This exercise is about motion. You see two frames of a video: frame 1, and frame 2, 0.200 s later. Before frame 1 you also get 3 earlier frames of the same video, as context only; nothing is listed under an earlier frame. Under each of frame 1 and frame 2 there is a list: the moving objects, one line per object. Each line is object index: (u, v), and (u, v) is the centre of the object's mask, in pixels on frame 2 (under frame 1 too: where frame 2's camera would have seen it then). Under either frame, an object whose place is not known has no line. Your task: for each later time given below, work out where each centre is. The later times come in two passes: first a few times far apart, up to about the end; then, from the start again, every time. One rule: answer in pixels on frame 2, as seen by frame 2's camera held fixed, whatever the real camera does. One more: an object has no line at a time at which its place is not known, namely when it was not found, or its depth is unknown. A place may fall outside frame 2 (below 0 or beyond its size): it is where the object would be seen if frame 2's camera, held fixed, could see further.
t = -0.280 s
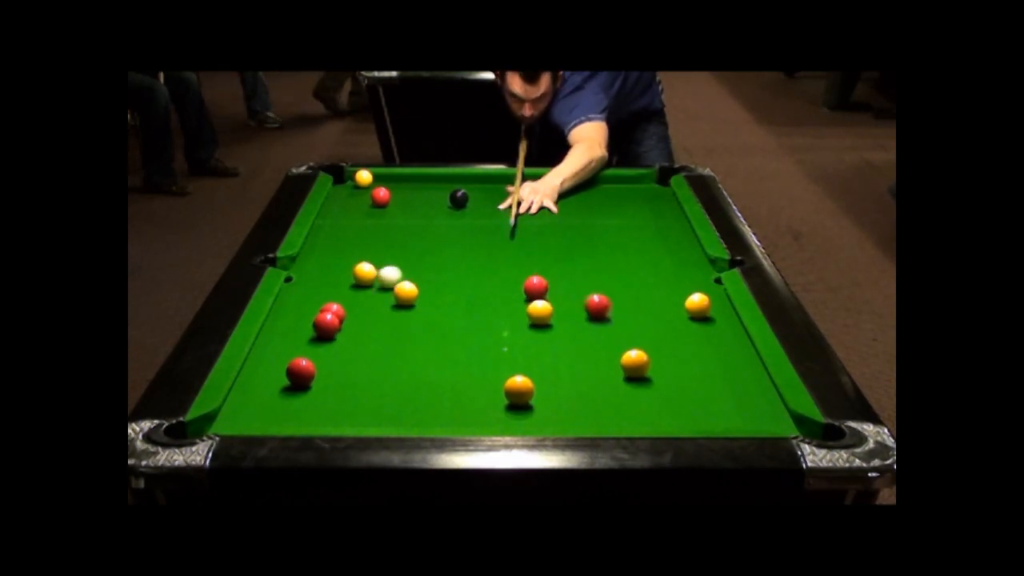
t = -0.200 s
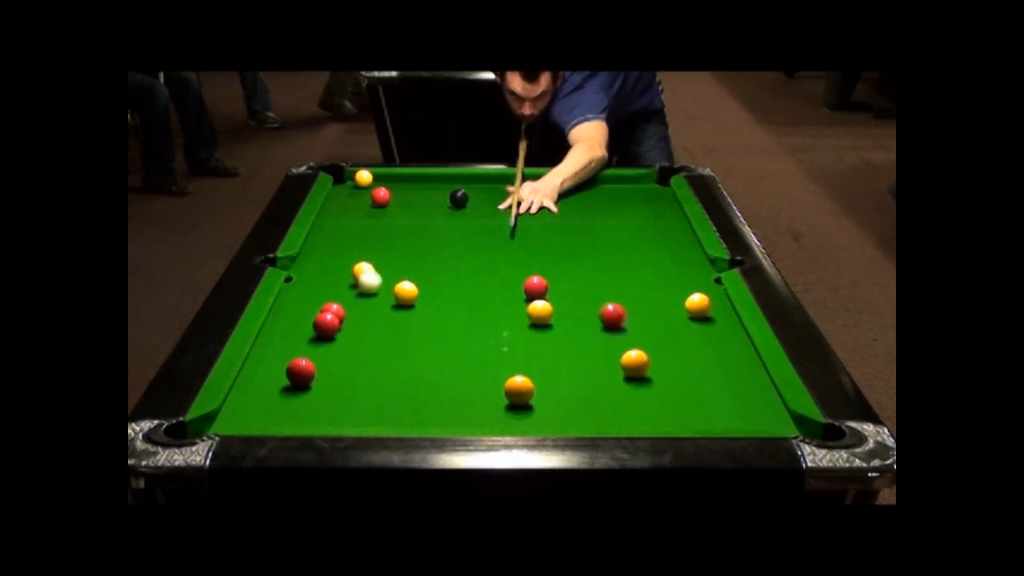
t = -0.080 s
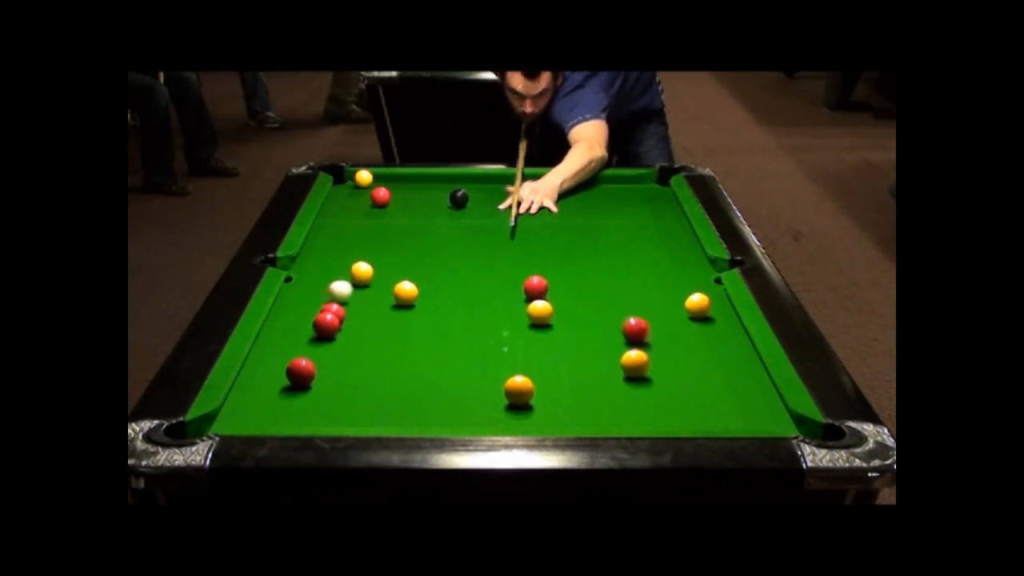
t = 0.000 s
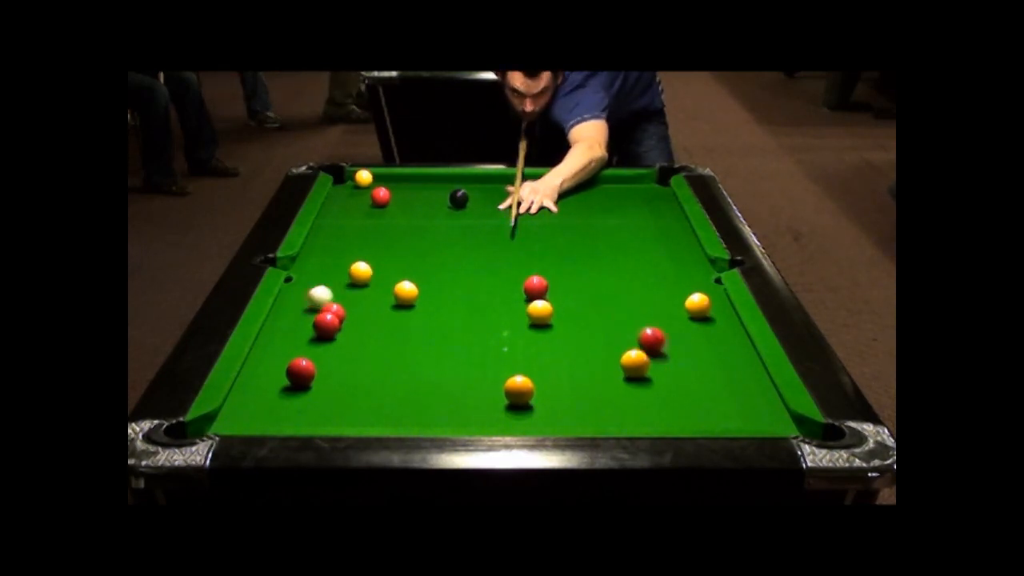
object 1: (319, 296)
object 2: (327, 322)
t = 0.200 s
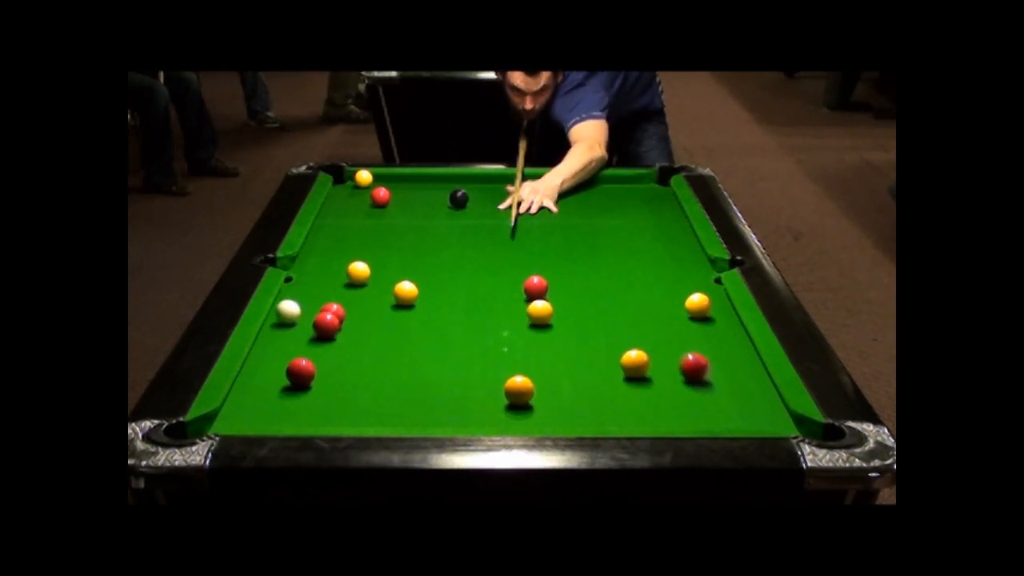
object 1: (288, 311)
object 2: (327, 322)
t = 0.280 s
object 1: (297, 315)
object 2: (327, 323)
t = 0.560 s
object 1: (309, 322)
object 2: (341, 327)
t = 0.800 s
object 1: (309, 324)
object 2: (358, 333)
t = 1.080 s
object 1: (309, 325)
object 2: (374, 341)
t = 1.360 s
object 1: (309, 326)
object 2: (389, 345)
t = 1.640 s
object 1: (309, 325)
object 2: (402, 349)
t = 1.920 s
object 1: (309, 325)
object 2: (412, 351)
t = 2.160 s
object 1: (309, 325)
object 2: (417, 353)
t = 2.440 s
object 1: (309, 325)
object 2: (420, 354)
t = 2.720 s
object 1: (309, 325)
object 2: (420, 354)
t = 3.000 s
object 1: (309, 325)
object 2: (419, 354)
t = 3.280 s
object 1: (309, 326)
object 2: (419, 354)
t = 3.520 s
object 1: (310, 326)
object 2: (419, 354)
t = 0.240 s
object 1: (293, 313)
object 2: (327, 322)
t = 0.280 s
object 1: (297, 315)
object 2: (327, 323)
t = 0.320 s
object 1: (302, 317)
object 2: (327, 323)
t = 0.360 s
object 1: (305, 319)
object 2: (327, 323)
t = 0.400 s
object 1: (307, 320)
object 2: (329, 323)
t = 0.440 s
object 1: (308, 321)
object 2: (332, 324)
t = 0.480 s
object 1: (308, 322)
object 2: (335, 325)
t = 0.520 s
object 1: (309, 322)
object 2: (338, 326)
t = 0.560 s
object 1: (309, 322)
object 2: (341, 327)
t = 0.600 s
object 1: (308, 323)
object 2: (344, 328)
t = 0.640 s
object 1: (308, 323)
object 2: (347, 329)
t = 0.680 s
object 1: (308, 324)
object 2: (350, 330)
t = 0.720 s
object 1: (309, 324)
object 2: (352, 331)
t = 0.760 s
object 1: (309, 324)
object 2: (355, 332)
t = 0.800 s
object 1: (309, 324)
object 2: (358, 333)
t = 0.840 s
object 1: (309, 324)
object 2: (360, 336)
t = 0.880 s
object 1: (309, 325)
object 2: (363, 335)
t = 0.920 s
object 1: (309, 325)
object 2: (365, 338)
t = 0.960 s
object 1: (309, 325)
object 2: (368, 337)
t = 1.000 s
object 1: (309, 325)
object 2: (370, 339)
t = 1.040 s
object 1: (309, 325)
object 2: (372, 338)
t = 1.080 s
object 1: (309, 325)
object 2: (374, 341)
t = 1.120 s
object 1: (309, 325)
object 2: (377, 341)
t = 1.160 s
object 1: (309, 325)
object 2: (379, 341)
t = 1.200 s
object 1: (309, 325)
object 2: (382, 341)
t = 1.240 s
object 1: (309, 325)
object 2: (383, 344)
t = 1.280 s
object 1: (309, 326)
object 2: (385, 344)
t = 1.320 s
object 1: (309, 326)
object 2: (387, 345)
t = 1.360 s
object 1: (309, 326)
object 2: (389, 345)
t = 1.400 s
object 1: (309, 325)
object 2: (391, 346)
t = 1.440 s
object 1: (309, 325)
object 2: (393, 346)
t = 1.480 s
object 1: (309, 326)
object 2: (395, 347)
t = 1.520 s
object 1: (309, 326)
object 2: (397, 347)
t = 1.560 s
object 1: (309, 325)
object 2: (398, 348)
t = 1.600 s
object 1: (309, 325)
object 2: (400, 348)
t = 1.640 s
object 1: (309, 325)
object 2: (402, 349)
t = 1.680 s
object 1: (309, 325)
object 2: (403, 349)
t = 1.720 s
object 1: (309, 325)
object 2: (405, 349)
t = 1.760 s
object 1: (309, 325)
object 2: (406, 350)
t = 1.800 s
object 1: (309, 325)
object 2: (408, 350)
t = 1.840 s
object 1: (309, 325)
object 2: (409, 350)
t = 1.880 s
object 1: (309, 325)
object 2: (410, 351)
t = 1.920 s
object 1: (309, 325)
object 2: (412, 351)
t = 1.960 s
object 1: (309, 325)
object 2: (413, 351)
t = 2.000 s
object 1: (309, 326)
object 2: (414, 352)
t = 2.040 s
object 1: (309, 325)
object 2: (415, 352)
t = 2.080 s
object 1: (309, 325)
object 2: (416, 352)
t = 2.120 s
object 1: (309, 325)
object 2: (416, 352)
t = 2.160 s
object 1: (309, 325)
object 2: (417, 353)
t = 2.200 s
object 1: (309, 325)
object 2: (418, 353)
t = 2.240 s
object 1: (309, 325)
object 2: (418, 353)
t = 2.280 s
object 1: (309, 325)
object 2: (419, 353)
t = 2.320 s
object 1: (309, 325)
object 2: (419, 353)
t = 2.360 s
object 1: (309, 325)
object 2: (419, 354)
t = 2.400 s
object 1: (309, 325)
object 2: (420, 354)
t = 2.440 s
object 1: (309, 325)
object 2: (420, 354)
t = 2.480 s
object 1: (309, 325)
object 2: (420, 354)
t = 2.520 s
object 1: (309, 325)
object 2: (420, 354)
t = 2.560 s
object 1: (309, 325)
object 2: (420, 354)
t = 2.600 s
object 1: (309, 325)
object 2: (420, 354)
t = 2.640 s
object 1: (309, 325)
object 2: (420, 354)
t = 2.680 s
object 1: (309, 325)
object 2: (420, 354)
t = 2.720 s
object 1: (309, 325)
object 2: (420, 354)
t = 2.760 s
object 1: (309, 325)
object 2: (420, 354)
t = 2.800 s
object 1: (309, 326)
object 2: (420, 354)
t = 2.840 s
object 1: (309, 325)
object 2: (419, 354)
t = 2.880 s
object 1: (309, 325)
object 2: (419, 354)
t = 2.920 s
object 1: (309, 326)
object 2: (419, 354)
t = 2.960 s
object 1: (309, 325)
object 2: (419, 354)
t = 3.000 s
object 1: (309, 325)
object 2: (419, 354)
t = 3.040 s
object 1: (309, 325)
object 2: (419, 354)
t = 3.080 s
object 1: (309, 325)
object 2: (419, 354)
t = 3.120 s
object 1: (309, 325)
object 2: (419, 354)
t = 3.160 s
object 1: (309, 325)
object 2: (419, 354)
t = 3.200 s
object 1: (309, 325)
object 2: (419, 354)
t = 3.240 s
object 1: (309, 325)
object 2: (419, 354)
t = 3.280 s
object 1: (309, 326)
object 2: (419, 354)
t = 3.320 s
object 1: (309, 325)
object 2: (419, 354)
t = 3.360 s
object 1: (309, 326)
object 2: (419, 353)
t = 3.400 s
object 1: (309, 326)
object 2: (419, 353)
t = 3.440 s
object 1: (309, 326)
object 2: (419, 353)
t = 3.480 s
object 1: (309, 326)
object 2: (419, 353)
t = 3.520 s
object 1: (310, 326)
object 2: (419, 354)
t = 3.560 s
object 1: (309, 326)
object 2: (419, 353)
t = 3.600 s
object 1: (309, 326)
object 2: (419, 353)
